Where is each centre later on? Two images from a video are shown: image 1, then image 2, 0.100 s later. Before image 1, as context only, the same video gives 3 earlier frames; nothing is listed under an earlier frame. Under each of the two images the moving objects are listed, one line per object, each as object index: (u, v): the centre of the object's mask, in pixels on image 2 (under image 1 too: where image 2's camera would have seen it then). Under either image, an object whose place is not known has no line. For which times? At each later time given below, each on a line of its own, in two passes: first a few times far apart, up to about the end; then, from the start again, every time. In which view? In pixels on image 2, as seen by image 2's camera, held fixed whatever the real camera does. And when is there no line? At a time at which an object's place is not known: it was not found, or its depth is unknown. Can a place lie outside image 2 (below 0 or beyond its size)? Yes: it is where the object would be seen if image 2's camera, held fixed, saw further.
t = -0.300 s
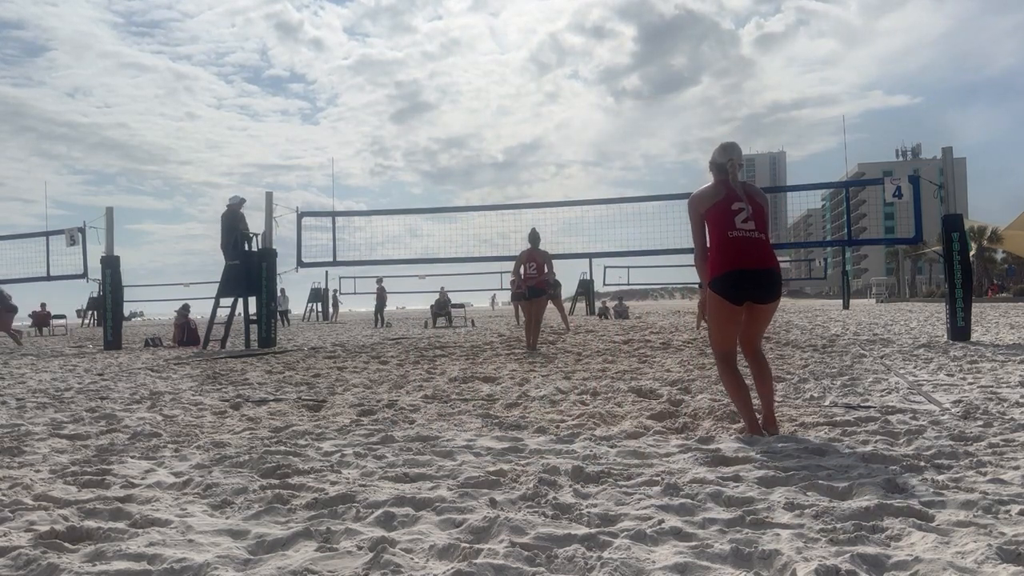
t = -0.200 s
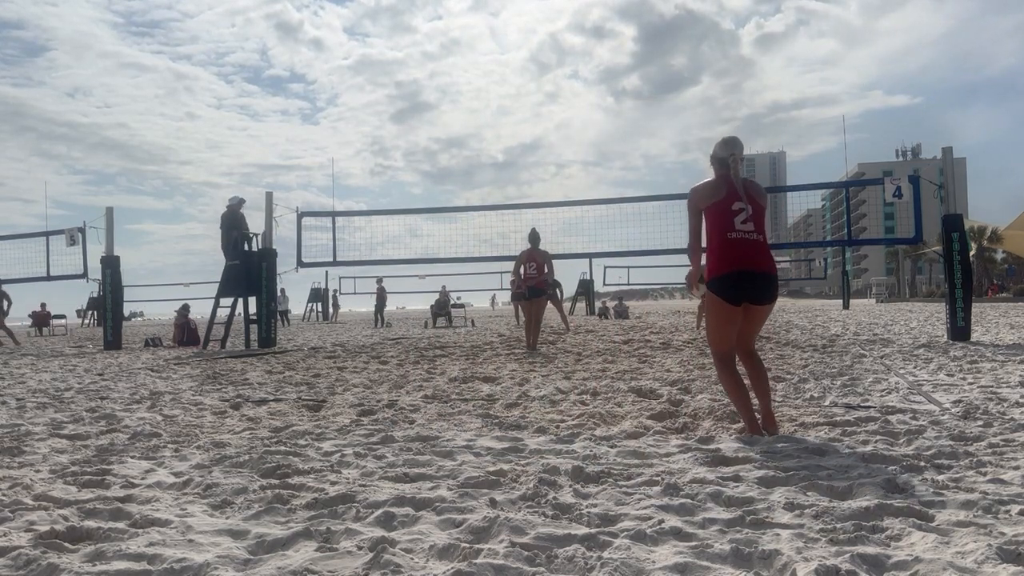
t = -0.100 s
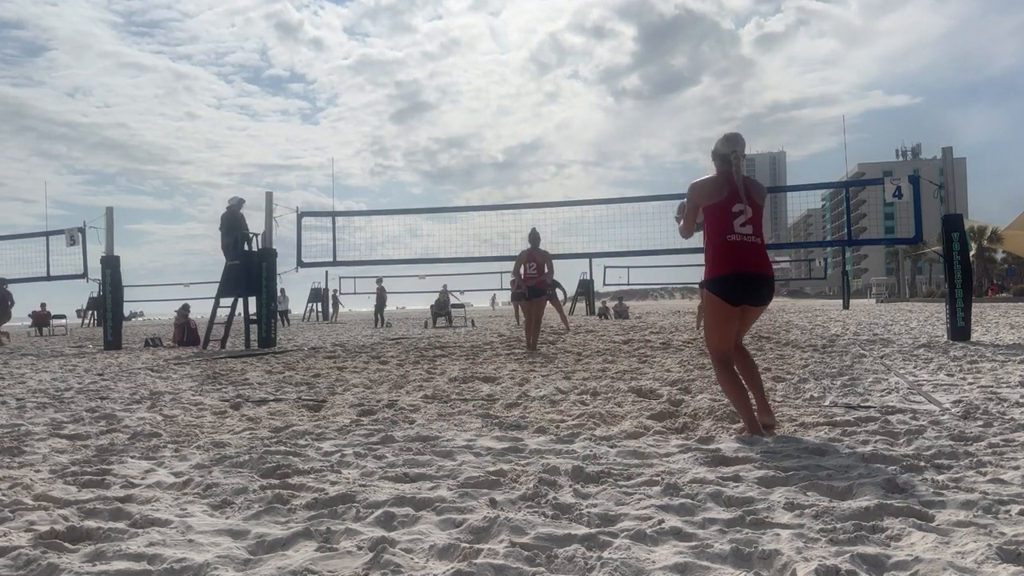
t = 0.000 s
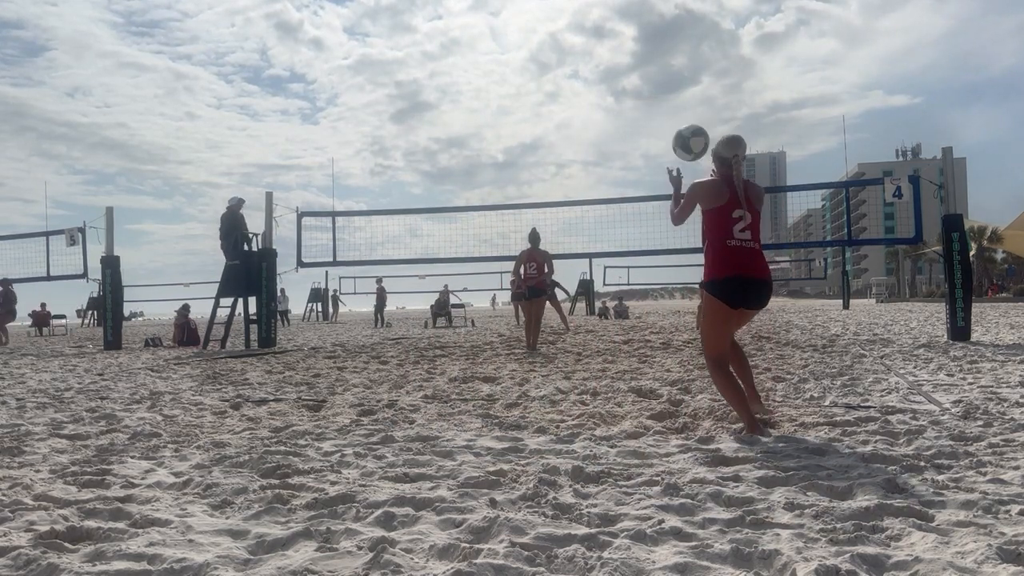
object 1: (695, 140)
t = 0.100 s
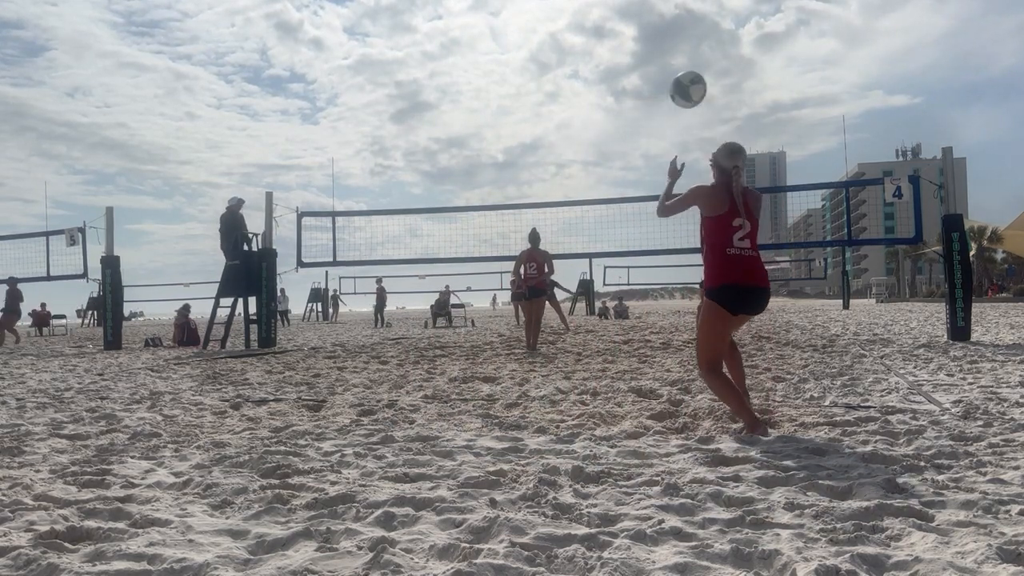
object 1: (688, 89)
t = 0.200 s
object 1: (687, 54)
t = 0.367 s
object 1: (686, 32)
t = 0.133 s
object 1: (688, 75)
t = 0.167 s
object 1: (687, 64)
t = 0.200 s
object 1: (687, 54)
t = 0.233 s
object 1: (686, 45)
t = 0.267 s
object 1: (686, 39)
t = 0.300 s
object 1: (686, 35)
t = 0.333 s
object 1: (686, 33)
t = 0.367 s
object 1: (686, 32)
